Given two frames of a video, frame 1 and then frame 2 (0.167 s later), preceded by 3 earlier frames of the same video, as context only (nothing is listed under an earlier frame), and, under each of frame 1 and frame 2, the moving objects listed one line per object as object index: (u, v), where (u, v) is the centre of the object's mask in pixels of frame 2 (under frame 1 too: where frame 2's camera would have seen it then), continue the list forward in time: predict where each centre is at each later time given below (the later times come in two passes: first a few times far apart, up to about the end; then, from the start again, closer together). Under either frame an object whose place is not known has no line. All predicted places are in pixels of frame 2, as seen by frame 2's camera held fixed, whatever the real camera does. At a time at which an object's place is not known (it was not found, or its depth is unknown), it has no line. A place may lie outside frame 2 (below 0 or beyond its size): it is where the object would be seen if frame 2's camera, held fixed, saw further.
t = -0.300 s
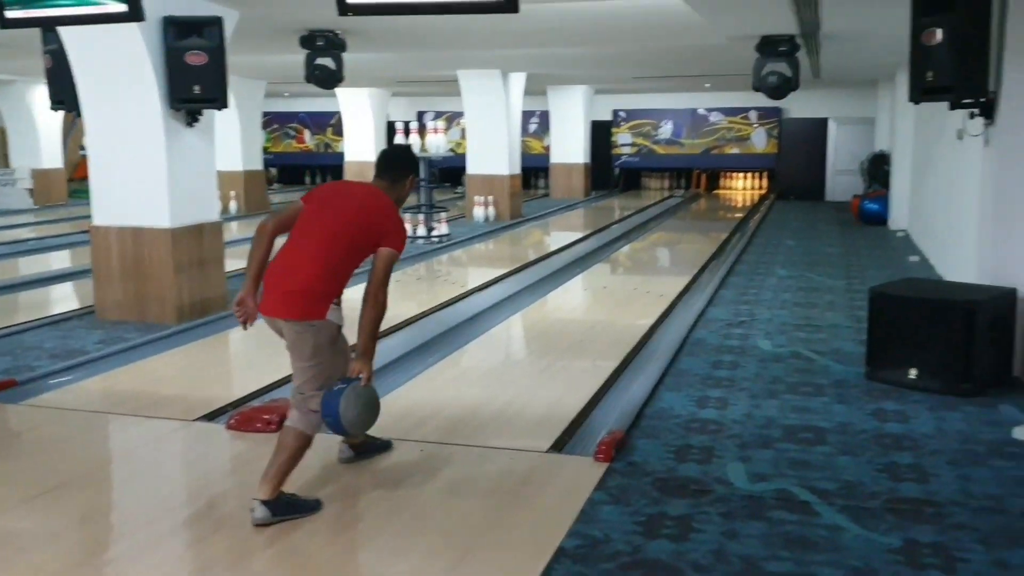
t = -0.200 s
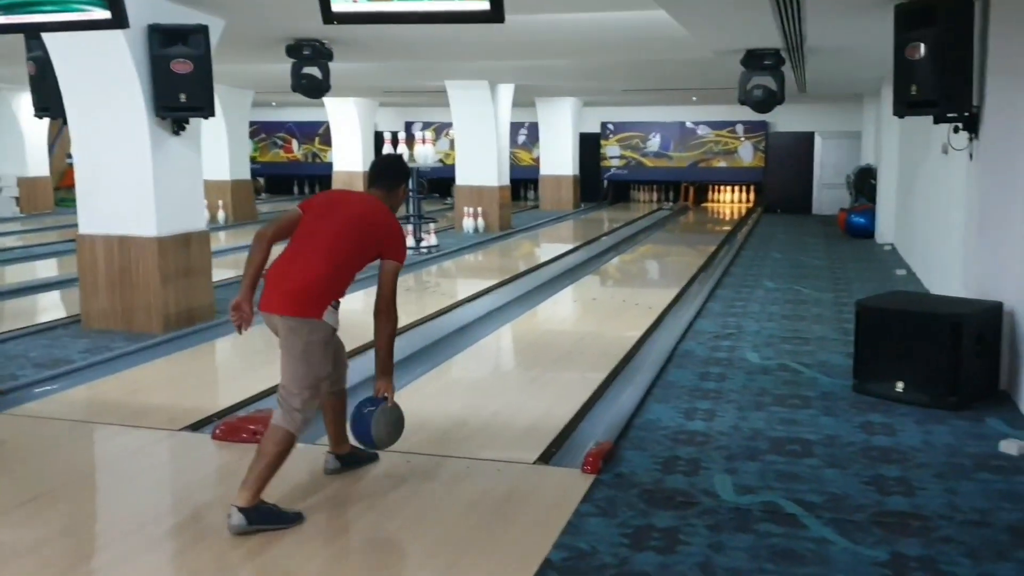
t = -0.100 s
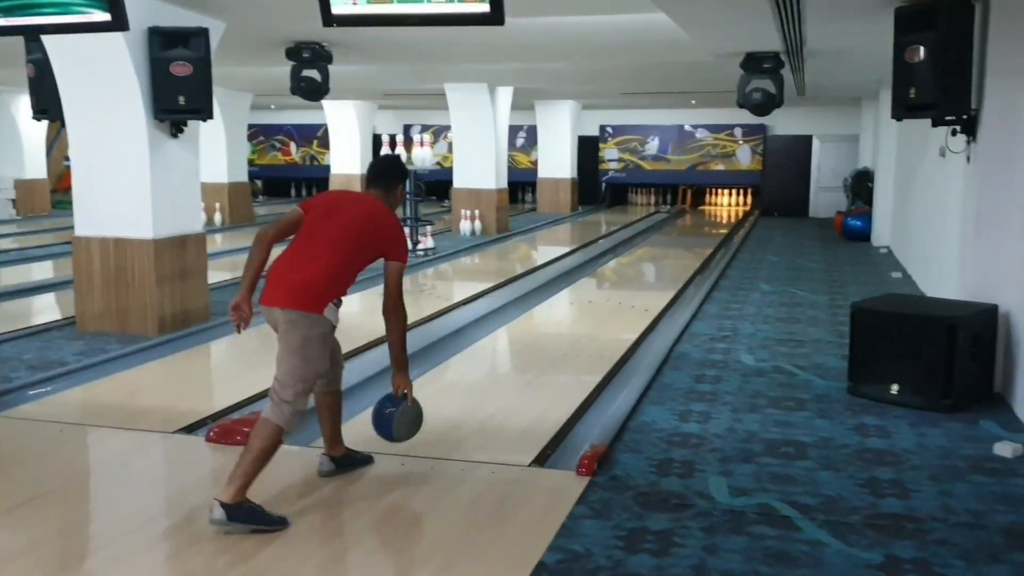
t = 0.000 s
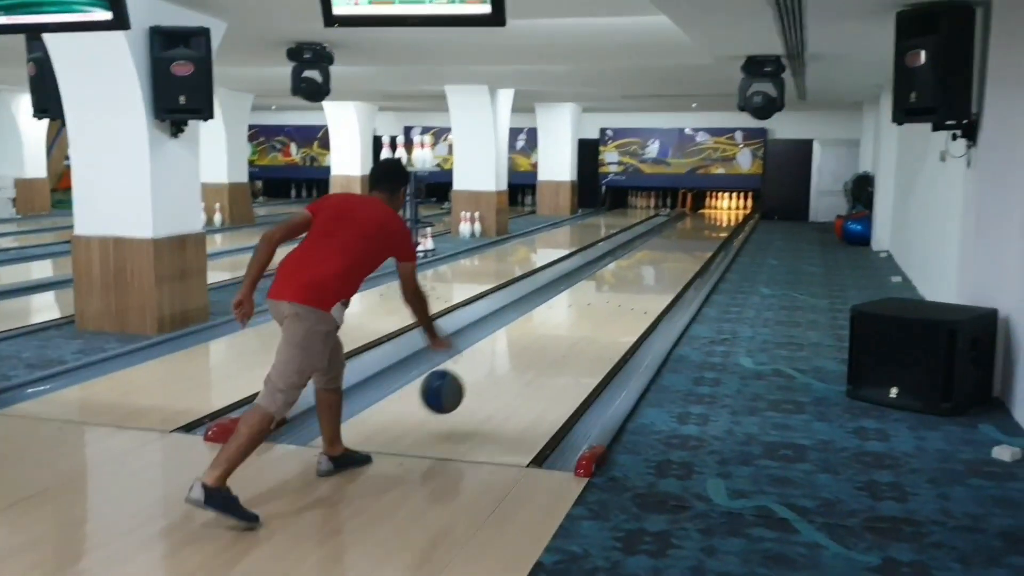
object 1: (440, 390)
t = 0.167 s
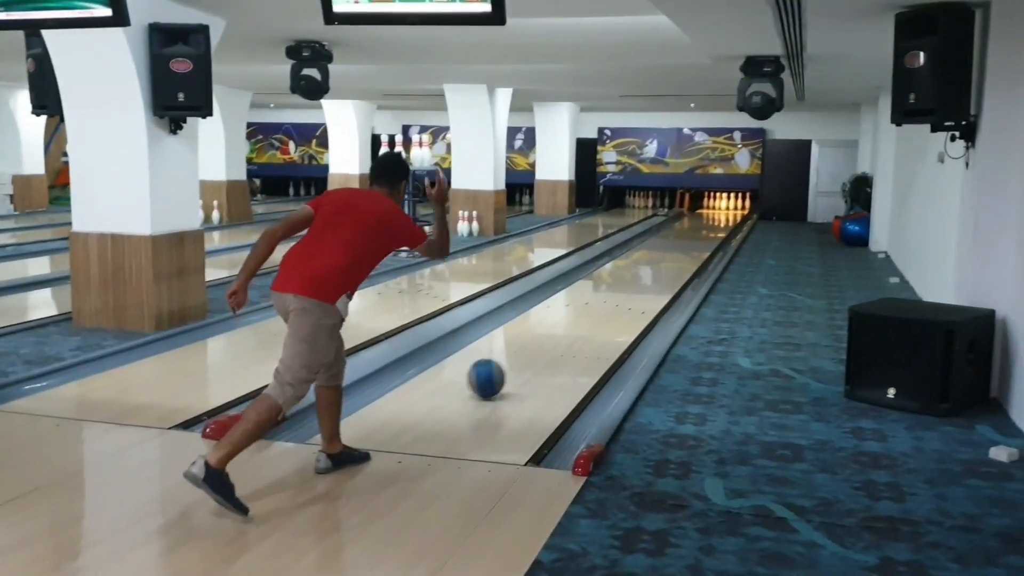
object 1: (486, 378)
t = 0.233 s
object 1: (502, 367)
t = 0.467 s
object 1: (548, 333)
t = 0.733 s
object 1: (587, 304)
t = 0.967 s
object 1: (608, 288)
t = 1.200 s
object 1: (623, 276)
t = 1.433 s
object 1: (636, 265)
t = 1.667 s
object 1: (646, 257)
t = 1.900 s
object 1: (655, 250)
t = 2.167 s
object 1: (664, 242)
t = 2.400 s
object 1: (671, 237)
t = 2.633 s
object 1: (676, 233)
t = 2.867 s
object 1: (681, 229)
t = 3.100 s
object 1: (685, 225)
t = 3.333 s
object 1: (690, 221)
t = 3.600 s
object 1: (693, 218)
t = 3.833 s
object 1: (696, 216)
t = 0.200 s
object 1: (495, 372)
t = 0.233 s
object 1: (502, 367)
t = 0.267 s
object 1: (510, 361)
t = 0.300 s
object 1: (518, 356)
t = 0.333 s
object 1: (524, 351)
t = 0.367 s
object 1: (531, 345)
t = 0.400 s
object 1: (537, 341)
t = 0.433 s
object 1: (542, 337)
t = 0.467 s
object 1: (548, 333)
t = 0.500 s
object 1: (553, 329)
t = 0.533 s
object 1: (558, 325)
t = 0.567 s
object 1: (563, 322)
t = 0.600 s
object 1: (567, 318)
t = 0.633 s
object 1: (572, 315)
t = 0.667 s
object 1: (576, 312)
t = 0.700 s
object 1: (580, 309)
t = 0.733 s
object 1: (587, 304)
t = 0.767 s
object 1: (589, 302)
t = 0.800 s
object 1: (591, 301)
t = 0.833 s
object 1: (594, 298)
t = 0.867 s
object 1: (597, 296)
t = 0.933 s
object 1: (606, 290)
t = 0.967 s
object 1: (608, 288)
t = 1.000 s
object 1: (609, 287)
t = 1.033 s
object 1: (611, 285)
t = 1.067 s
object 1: (614, 283)
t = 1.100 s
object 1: (616, 281)
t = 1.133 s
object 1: (618, 279)
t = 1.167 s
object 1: (620, 277)
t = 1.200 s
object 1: (623, 276)
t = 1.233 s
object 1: (625, 274)
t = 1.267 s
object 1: (627, 273)
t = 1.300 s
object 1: (629, 271)
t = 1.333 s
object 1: (631, 270)
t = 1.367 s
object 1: (633, 268)
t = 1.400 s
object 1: (634, 267)
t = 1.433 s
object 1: (636, 265)
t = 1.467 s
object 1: (638, 264)
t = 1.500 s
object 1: (639, 263)
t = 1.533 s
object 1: (641, 261)
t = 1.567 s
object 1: (642, 260)
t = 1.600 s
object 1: (643, 259)
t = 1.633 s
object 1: (645, 258)
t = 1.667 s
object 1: (646, 257)
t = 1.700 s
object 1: (648, 256)
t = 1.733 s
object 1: (649, 255)
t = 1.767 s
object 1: (650, 254)
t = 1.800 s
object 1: (652, 253)
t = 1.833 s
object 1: (653, 252)
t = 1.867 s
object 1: (654, 251)
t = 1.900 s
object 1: (655, 250)
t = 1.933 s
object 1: (656, 249)
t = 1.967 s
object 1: (658, 248)
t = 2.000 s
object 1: (658, 247)
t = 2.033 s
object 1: (661, 246)
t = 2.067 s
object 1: (661, 246)
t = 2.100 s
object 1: (662, 245)
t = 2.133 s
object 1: (663, 244)
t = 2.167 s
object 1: (664, 242)
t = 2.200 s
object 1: (665, 241)
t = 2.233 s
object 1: (666, 241)
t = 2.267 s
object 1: (667, 241)
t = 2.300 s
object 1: (667, 240)
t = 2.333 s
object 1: (668, 239)
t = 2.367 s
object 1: (670, 238)
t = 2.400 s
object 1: (671, 237)
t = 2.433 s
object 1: (671, 236)
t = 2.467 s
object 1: (672, 236)
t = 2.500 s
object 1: (672, 235)
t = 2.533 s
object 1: (674, 234)
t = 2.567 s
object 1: (675, 234)
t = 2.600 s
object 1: (676, 233)
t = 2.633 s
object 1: (676, 233)
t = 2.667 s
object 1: (677, 232)
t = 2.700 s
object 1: (677, 232)
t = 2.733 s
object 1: (679, 231)
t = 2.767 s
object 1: (679, 230)
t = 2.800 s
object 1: (680, 229)
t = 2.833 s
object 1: (681, 230)
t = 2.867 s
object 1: (681, 229)
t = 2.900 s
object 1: (682, 228)
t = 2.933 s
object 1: (683, 228)
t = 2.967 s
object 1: (684, 227)
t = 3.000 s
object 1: (684, 227)
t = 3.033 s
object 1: (684, 226)
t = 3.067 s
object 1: (684, 226)
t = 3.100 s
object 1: (685, 225)
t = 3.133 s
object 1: (687, 224)
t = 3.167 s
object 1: (688, 223)
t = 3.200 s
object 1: (688, 223)
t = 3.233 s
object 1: (687, 223)
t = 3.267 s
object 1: (688, 222)
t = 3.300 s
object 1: (689, 221)
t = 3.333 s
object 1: (690, 221)
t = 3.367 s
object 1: (691, 220)
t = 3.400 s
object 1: (690, 220)
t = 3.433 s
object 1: (691, 220)
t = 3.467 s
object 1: (691, 220)
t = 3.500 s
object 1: (691, 220)
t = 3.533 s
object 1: (692, 218)
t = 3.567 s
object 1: (693, 218)
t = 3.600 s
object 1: (693, 218)
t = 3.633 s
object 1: (694, 218)
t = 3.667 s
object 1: (694, 218)
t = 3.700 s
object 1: (695, 217)
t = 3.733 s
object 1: (695, 216)
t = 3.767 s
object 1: (696, 216)
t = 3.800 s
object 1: (695, 216)
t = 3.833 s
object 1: (696, 216)
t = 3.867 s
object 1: (698, 215)
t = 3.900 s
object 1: (698, 215)
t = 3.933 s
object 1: (697, 209)
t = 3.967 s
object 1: (703, 210)
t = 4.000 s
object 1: (700, 218)
